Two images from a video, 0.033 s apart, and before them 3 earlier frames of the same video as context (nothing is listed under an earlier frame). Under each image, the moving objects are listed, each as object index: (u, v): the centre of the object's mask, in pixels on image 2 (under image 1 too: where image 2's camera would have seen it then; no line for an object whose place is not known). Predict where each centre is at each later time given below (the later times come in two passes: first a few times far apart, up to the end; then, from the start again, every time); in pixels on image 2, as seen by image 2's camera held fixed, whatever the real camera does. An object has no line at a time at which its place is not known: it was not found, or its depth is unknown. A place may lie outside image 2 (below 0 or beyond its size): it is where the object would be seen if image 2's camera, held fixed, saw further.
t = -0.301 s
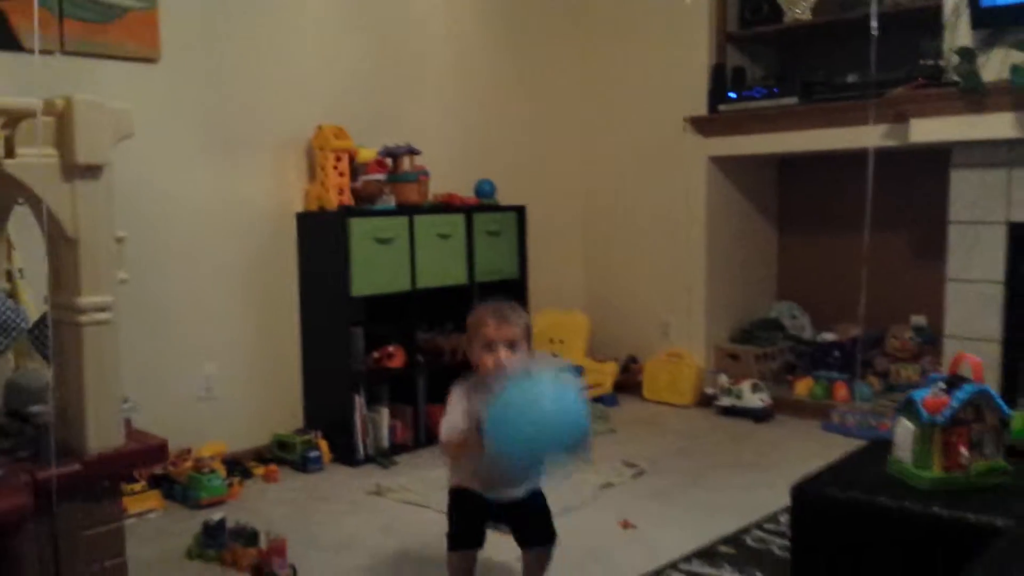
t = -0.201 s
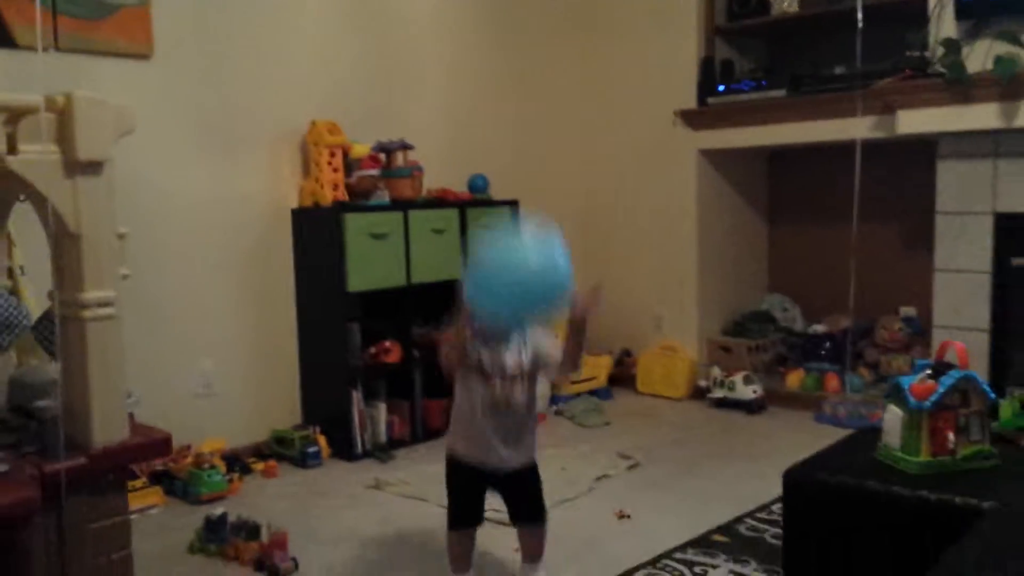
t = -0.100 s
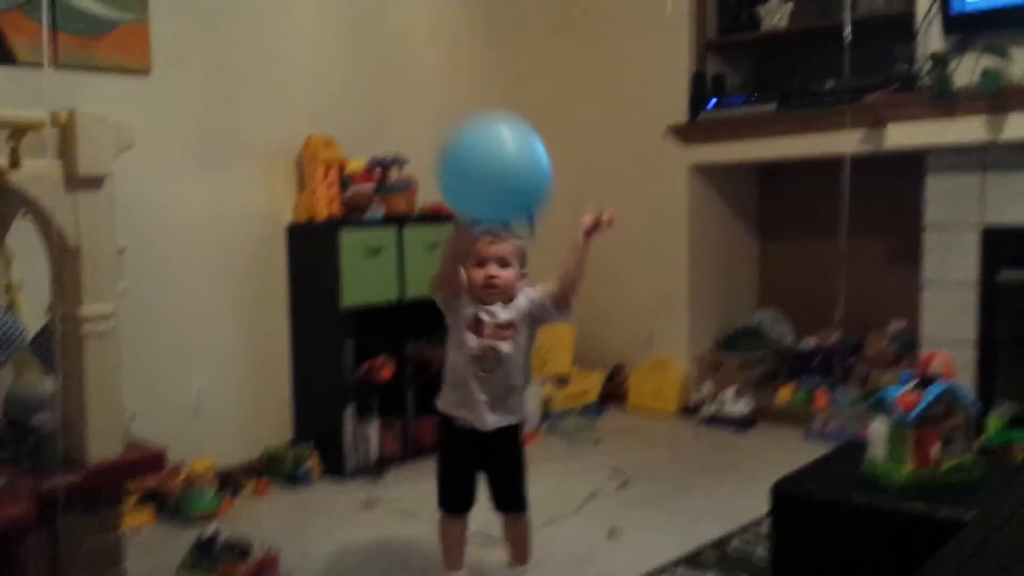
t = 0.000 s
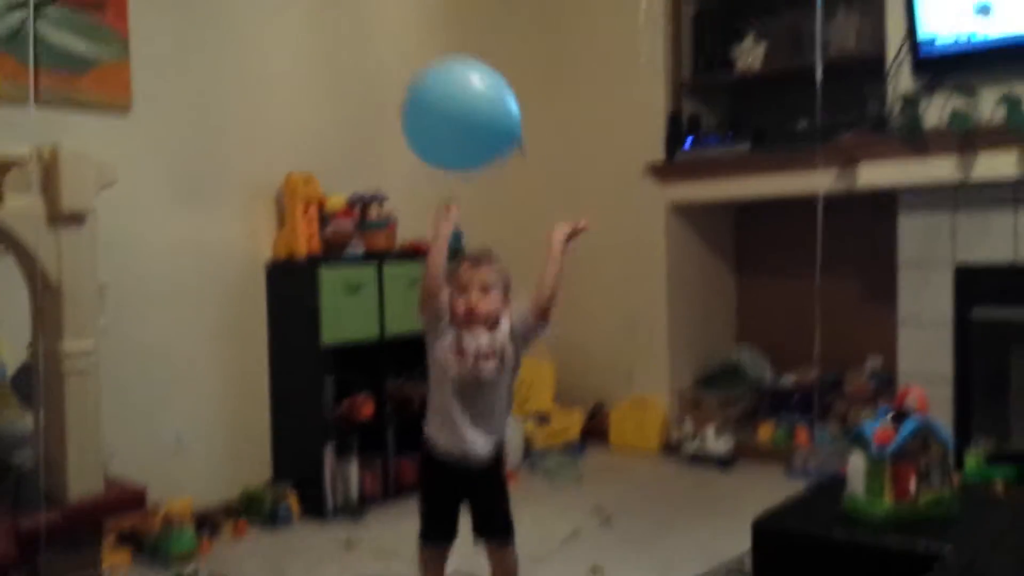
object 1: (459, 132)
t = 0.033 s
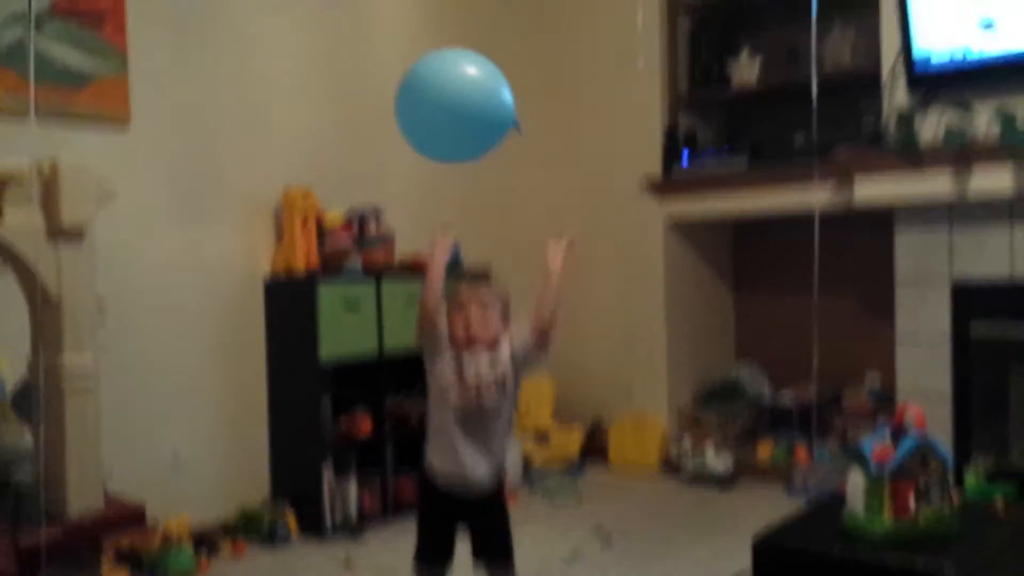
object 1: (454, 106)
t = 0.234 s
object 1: (433, 14)
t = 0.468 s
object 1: (417, -40)
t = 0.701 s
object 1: (407, -52)
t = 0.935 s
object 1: (404, -53)
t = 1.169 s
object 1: (405, -52)
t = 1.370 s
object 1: (408, -38)
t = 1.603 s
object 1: (410, -11)
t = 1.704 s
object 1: (408, 4)
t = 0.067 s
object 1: (450, 86)
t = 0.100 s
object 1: (447, 70)
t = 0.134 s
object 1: (444, 54)
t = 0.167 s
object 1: (440, 40)
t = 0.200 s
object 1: (437, 26)
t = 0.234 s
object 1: (433, 14)
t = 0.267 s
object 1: (431, 3)
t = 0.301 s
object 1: (428, -7)
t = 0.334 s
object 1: (426, -16)
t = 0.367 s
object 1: (423, -23)
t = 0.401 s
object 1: (422, -30)
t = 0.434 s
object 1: (419, -34)
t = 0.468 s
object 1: (417, -40)
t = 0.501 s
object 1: (415, -43)
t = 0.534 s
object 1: (413, -45)
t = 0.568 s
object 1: (412, -48)
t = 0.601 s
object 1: (410, -50)
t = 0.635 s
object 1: (409, -51)
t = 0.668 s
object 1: (408, -52)
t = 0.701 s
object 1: (407, -52)
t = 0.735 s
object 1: (405, -53)
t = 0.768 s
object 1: (405, -53)
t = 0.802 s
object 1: (404, -52)
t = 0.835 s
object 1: (404, -52)
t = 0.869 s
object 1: (404, -52)
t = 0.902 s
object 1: (404, -52)
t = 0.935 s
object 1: (404, -53)
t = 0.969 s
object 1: (404, -53)
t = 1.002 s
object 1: (404, -53)
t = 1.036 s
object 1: (405, -53)
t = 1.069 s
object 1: (405, -54)
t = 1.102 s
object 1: (406, -53)
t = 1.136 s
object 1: (405, -53)
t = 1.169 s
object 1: (405, -52)
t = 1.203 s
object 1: (405, -51)
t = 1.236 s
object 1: (406, -50)
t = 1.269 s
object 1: (406, -47)
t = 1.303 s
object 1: (407, -44)
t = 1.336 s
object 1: (408, -41)
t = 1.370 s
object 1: (408, -38)
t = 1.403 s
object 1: (408, -35)
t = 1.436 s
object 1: (409, -31)
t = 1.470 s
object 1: (410, -28)
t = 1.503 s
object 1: (409, -24)
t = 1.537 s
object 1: (409, -20)
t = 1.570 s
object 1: (409, -16)
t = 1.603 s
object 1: (410, -11)
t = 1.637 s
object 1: (410, -6)
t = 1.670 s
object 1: (409, -1)
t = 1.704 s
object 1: (408, 4)
